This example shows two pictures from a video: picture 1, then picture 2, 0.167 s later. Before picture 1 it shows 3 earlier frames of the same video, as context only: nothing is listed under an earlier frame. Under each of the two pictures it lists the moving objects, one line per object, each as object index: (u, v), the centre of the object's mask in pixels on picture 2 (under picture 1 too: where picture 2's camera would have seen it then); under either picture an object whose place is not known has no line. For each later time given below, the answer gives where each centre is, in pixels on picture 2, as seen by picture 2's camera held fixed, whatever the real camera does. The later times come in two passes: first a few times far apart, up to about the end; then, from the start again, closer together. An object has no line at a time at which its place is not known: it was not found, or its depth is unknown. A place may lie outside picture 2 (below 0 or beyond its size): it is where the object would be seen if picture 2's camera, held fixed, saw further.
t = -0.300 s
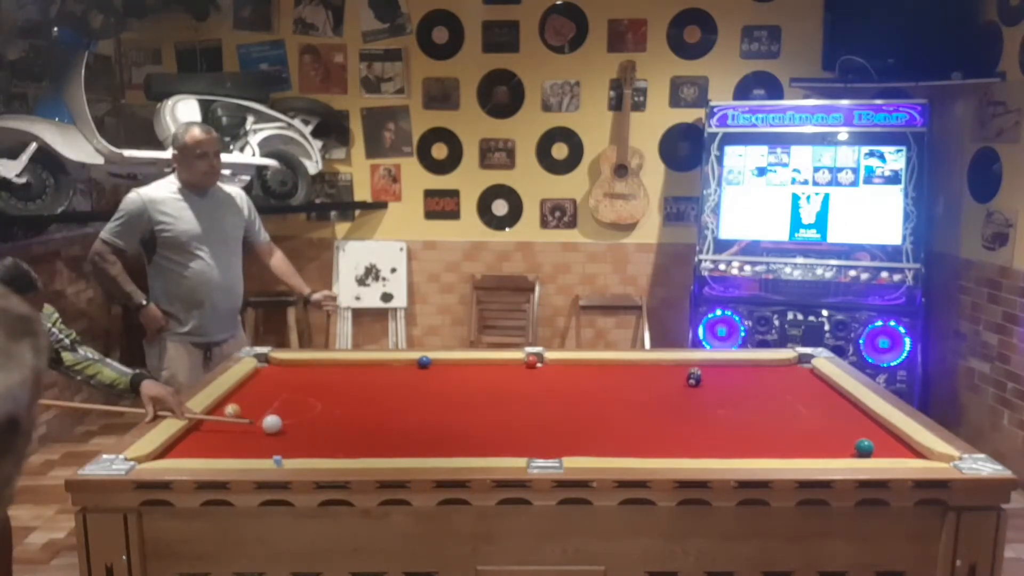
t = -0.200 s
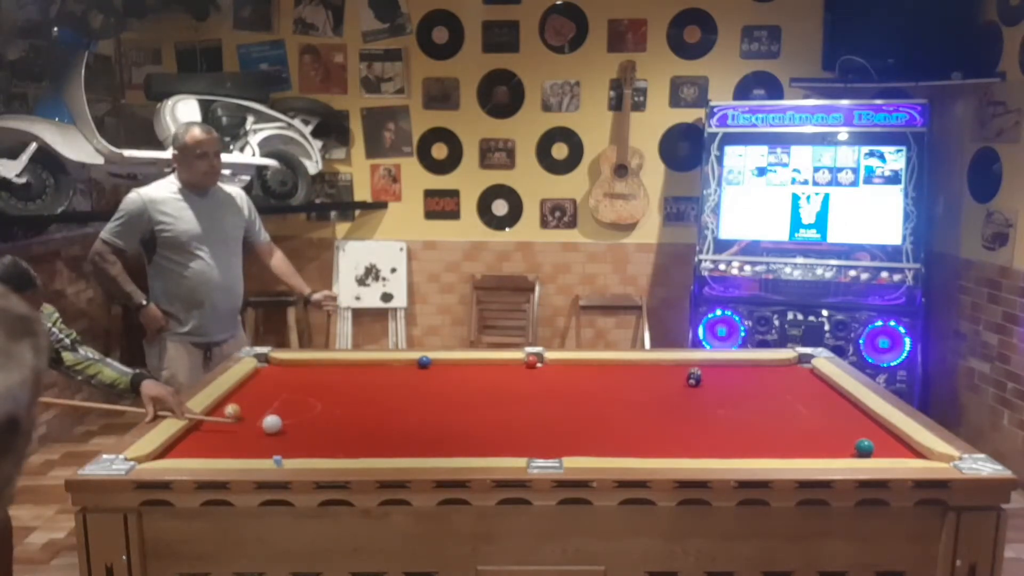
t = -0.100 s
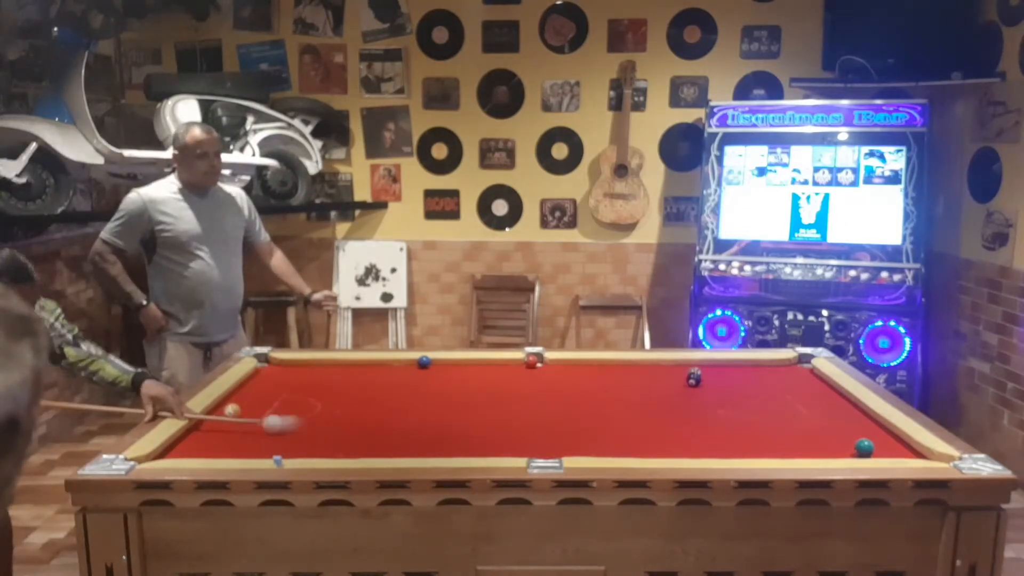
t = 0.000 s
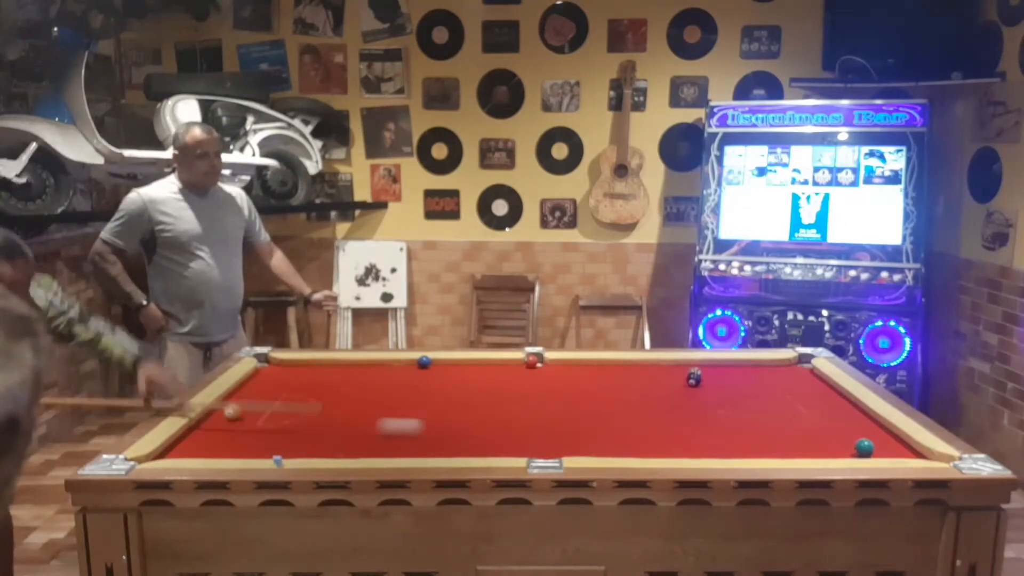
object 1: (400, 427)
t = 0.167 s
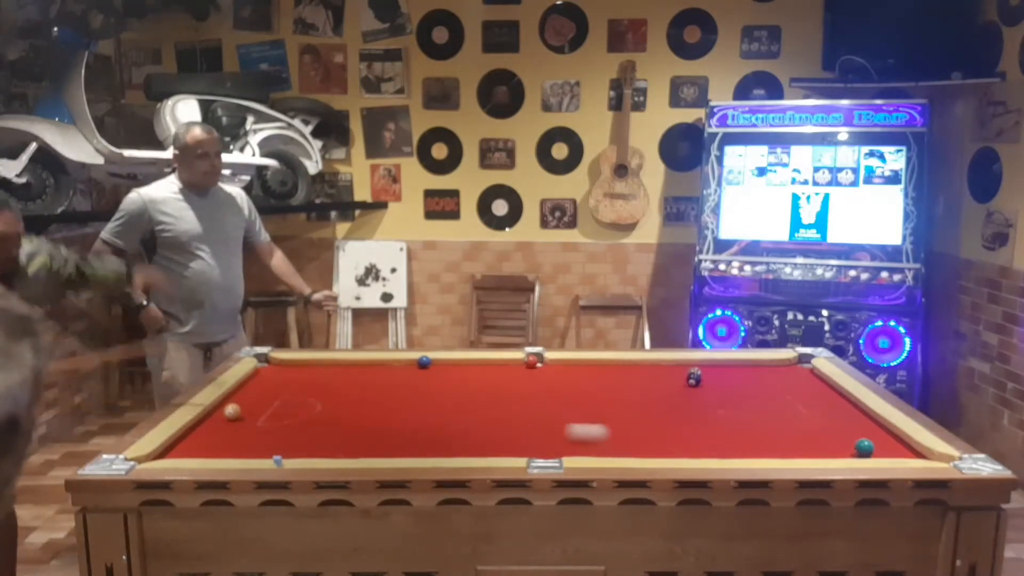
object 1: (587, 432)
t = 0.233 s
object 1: (659, 435)
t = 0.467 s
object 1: (869, 435)
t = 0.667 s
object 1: (837, 426)
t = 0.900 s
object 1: (771, 421)
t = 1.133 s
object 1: (709, 416)
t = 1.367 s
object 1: (651, 411)
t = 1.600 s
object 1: (596, 407)
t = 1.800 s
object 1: (553, 403)
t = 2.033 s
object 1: (506, 399)
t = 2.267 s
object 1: (462, 396)
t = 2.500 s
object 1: (421, 393)
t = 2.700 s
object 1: (388, 391)
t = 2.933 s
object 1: (351, 388)
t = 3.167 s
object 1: (317, 386)
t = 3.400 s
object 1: (285, 383)
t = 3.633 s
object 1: (256, 381)
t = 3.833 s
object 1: (258, 380)
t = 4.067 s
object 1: (279, 378)
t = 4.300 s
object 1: (298, 377)
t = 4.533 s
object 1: (316, 375)
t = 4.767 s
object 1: (332, 374)
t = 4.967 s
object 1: (346, 374)
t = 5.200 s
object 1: (359, 372)
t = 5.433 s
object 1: (372, 372)
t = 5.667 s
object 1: (383, 371)
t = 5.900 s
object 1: (392, 370)
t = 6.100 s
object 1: (399, 370)
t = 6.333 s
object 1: (407, 369)
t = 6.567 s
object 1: (412, 369)
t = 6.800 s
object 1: (417, 369)
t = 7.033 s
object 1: (419, 368)
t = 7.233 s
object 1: (421, 368)
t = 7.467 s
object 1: (422, 368)
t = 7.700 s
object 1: (422, 368)
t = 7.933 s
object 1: (422, 368)
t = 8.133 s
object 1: (422, 368)
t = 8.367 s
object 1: (422, 368)
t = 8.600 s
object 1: (422, 368)
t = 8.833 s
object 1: (422, 368)
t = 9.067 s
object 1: (422, 368)
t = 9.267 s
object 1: (422, 368)
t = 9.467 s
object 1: (422, 368)
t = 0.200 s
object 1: (623, 434)
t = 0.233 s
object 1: (659, 435)
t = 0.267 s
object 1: (695, 437)
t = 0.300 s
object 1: (732, 439)
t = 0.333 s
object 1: (769, 440)
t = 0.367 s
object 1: (806, 441)
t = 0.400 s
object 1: (839, 441)
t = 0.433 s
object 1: (856, 438)
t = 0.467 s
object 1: (869, 435)
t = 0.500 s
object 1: (882, 432)
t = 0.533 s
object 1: (886, 430)
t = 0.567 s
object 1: (872, 429)
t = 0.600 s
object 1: (859, 428)
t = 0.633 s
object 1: (847, 427)
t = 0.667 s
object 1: (837, 426)
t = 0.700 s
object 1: (827, 426)
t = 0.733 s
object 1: (818, 425)
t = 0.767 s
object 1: (808, 424)
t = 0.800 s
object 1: (799, 423)
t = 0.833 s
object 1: (790, 423)
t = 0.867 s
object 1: (780, 422)
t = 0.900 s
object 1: (771, 421)
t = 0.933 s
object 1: (762, 421)
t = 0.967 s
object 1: (753, 420)
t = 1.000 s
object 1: (744, 419)
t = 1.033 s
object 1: (735, 418)
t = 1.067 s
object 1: (726, 417)
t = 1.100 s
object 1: (718, 417)
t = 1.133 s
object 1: (709, 416)
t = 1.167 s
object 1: (700, 415)
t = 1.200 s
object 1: (692, 415)
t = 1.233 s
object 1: (683, 414)
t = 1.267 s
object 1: (675, 413)
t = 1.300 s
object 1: (667, 413)
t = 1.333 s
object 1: (659, 412)
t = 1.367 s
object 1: (651, 411)
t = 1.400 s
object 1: (643, 410)
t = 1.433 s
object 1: (635, 410)
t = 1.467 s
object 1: (627, 409)
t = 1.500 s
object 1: (619, 408)
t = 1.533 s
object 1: (612, 408)
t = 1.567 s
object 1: (604, 407)
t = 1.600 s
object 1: (596, 407)
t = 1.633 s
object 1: (589, 406)
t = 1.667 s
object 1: (582, 405)
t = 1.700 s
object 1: (574, 405)
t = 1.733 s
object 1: (567, 404)
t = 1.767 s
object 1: (560, 404)
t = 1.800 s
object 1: (553, 403)
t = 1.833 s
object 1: (546, 402)
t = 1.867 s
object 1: (540, 402)
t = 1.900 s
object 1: (533, 401)
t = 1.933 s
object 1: (526, 401)
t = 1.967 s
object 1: (519, 400)
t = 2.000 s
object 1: (513, 400)
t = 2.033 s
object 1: (506, 399)
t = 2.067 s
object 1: (500, 399)
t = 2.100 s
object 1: (493, 398)
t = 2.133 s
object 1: (487, 398)
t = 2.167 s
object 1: (481, 398)
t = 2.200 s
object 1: (474, 397)
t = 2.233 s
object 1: (468, 397)
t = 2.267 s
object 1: (462, 396)
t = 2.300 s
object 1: (456, 396)
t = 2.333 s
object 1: (450, 395)
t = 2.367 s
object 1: (444, 395)
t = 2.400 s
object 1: (438, 394)
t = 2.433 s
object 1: (433, 394)
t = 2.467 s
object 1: (426, 393)
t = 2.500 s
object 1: (421, 393)
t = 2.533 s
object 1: (415, 393)
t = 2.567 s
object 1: (410, 392)
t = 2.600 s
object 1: (404, 392)
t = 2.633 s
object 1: (398, 392)
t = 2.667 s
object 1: (393, 391)
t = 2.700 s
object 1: (388, 391)
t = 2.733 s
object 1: (382, 390)
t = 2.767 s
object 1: (377, 390)
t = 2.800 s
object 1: (372, 390)
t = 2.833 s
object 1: (367, 389)
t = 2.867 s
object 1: (362, 389)
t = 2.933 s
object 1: (351, 388)
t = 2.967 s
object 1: (347, 388)
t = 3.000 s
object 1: (341, 387)
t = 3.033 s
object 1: (337, 387)
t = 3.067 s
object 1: (332, 387)
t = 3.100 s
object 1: (327, 386)
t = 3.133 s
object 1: (322, 386)
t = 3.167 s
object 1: (317, 386)
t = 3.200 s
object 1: (312, 385)
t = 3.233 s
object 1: (308, 385)
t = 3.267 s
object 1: (303, 384)
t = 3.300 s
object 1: (298, 384)
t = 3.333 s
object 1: (294, 384)
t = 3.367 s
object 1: (289, 383)
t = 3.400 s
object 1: (285, 383)
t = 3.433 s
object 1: (281, 383)
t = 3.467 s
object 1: (276, 383)
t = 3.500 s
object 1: (272, 382)
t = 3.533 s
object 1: (268, 382)
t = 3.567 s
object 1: (264, 382)
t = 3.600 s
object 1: (260, 382)
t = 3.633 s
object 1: (256, 381)
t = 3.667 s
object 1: (252, 381)
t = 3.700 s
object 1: (248, 381)
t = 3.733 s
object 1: (249, 380)
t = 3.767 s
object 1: (251, 380)
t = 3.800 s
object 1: (255, 380)
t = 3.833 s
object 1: (258, 380)
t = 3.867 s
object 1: (261, 379)
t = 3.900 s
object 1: (264, 379)
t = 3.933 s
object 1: (267, 379)
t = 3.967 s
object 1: (270, 379)
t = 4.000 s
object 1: (273, 378)
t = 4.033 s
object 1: (276, 378)
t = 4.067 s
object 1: (279, 378)
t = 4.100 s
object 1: (282, 378)
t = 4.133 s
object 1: (285, 378)
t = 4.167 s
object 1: (287, 377)
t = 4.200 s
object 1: (290, 377)
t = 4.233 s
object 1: (293, 377)
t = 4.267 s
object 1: (296, 377)
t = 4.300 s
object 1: (298, 377)
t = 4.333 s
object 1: (301, 376)
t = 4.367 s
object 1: (304, 376)
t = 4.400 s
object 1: (306, 376)
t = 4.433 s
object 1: (309, 376)
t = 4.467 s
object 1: (311, 376)
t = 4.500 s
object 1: (314, 376)
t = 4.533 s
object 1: (316, 375)
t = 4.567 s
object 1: (319, 375)
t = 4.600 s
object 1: (321, 375)
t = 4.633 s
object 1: (323, 375)
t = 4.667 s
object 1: (326, 375)
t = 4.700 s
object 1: (328, 375)
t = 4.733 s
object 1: (330, 374)
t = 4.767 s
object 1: (332, 374)
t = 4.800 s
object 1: (335, 374)
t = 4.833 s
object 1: (337, 374)
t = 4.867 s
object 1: (339, 374)
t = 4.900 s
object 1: (342, 374)
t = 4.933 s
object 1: (343, 374)
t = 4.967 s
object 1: (346, 374)
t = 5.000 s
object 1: (348, 373)
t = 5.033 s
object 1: (350, 373)
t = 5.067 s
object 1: (351, 373)
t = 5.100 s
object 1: (353, 373)
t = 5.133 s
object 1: (356, 372)
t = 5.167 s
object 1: (357, 372)
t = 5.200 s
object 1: (359, 372)
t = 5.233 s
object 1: (361, 372)
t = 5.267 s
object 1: (363, 372)
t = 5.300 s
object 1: (365, 372)
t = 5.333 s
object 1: (367, 372)
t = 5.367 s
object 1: (368, 372)
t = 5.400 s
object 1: (370, 371)
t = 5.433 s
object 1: (372, 372)
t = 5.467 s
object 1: (374, 372)
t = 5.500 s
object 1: (375, 371)
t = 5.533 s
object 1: (377, 371)
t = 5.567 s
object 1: (378, 371)
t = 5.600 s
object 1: (380, 371)
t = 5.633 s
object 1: (381, 371)
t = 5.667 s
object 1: (383, 371)
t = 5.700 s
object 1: (384, 371)
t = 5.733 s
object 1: (386, 371)
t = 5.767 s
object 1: (387, 371)
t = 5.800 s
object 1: (388, 370)
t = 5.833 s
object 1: (390, 370)
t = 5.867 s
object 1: (391, 370)
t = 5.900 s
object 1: (392, 370)
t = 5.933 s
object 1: (394, 370)
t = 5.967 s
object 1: (395, 370)
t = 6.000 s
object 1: (396, 370)
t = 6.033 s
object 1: (397, 370)
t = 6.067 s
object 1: (398, 370)
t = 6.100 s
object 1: (399, 370)
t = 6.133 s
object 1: (401, 370)
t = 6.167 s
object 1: (402, 370)
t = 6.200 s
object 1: (402, 369)
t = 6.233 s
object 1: (404, 370)
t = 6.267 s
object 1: (405, 369)
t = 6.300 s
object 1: (406, 369)
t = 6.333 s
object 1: (407, 369)
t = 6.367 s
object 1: (407, 369)
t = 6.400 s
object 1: (408, 369)
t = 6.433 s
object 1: (409, 369)
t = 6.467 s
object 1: (410, 369)
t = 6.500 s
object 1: (410, 369)
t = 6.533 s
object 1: (411, 369)
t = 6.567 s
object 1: (412, 369)
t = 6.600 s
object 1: (413, 369)
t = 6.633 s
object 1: (413, 369)
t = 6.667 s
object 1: (414, 369)
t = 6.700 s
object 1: (415, 369)
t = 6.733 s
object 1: (416, 369)
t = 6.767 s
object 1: (416, 369)
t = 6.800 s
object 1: (417, 369)
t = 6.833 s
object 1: (417, 369)
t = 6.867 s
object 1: (417, 368)
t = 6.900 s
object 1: (418, 368)
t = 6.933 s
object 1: (419, 368)
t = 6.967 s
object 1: (419, 368)
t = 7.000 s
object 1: (419, 368)
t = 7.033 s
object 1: (419, 368)
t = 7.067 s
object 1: (420, 368)
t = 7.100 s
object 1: (420, 368)
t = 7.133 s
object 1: (420, 368)
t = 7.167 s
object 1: (420, 368)
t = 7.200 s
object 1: (421, 368)
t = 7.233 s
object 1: (421, 368)
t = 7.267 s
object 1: (421, 368)
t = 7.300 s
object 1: (421, 368)
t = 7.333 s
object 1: (422, 368)
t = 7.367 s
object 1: (422, 368)
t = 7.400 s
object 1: (422, 368)
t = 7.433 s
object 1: (422, 368)
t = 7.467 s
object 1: (422, 368)
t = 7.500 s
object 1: (422, 368)
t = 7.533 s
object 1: (422, 368)
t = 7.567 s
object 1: (422, 368)
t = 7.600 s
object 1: (422, 368)
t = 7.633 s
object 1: (422, 368)
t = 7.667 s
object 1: (422, 368)
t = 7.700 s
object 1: (422, 368)
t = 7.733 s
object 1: (422, 368)
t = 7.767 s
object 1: (422, 368)
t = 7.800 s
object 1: (422, 368)
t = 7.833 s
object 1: (422, 368)
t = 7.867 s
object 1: (422, 368)
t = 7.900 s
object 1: (422, 368)
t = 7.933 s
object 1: (422, 368)
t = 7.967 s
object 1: (422, 368)
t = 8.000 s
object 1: (422, 368)
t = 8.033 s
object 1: (422, 368)
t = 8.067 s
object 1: (422, 368)
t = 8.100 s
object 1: (422, 368)
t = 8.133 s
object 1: (422, 368)
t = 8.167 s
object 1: (422, 368)
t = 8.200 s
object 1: (422, 368)
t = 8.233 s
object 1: (422, 368)
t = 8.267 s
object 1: (422, 368)
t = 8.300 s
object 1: (422, 368)
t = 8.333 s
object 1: (422, 368)
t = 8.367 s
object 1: (422, 368)
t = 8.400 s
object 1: (422, 368)
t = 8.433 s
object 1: (422, 368)
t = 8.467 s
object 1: (422, 368)
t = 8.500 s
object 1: (422, 368)
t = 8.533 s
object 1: (422, 368)
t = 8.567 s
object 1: (422, 368)
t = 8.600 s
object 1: (422, 368)
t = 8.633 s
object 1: (422, 368)
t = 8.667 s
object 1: (422, 368)
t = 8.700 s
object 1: (422, 368)
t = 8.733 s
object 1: (422, 368)
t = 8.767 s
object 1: (422, 368)
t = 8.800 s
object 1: (422, 368)
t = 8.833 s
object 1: (422, 368)
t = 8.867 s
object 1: (422, 368)
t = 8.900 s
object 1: (422, 368)
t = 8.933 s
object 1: (422, 368)
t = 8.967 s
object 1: (422, 368)
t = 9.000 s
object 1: (422, 368)
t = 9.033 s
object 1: (422, 368)
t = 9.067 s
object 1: (422, 368)
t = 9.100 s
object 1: (422, 368)
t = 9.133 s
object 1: (422, 368)
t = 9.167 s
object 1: (422, 368)
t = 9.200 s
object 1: (422, 368)
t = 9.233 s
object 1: (422, 368)
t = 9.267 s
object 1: (422, 368)
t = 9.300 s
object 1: (422, 368)
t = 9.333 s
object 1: (422, 368)
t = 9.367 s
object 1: (422, 368)
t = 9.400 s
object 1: (422, 368)
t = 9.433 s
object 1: (422, 368)
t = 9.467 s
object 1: (422, 368)
